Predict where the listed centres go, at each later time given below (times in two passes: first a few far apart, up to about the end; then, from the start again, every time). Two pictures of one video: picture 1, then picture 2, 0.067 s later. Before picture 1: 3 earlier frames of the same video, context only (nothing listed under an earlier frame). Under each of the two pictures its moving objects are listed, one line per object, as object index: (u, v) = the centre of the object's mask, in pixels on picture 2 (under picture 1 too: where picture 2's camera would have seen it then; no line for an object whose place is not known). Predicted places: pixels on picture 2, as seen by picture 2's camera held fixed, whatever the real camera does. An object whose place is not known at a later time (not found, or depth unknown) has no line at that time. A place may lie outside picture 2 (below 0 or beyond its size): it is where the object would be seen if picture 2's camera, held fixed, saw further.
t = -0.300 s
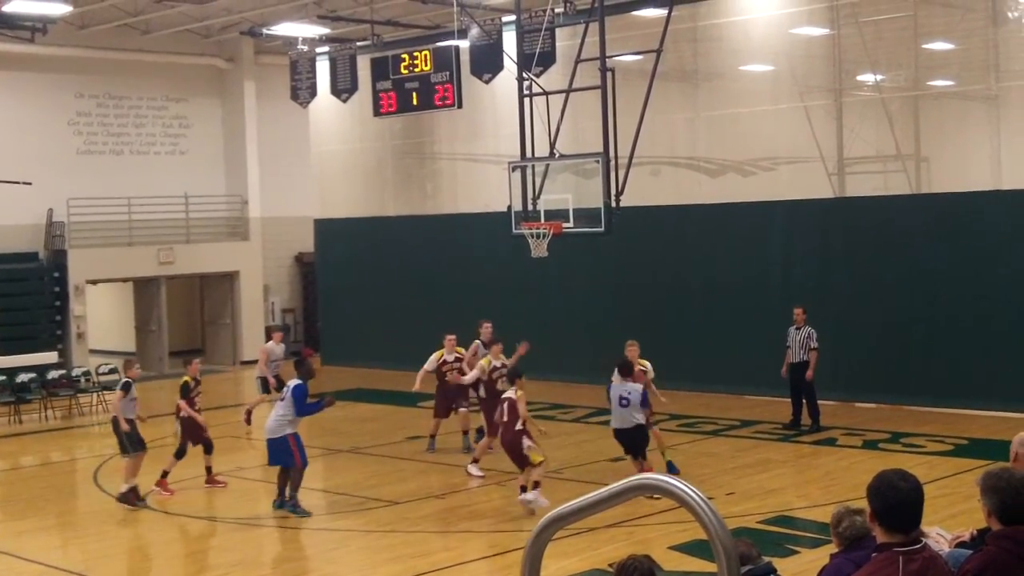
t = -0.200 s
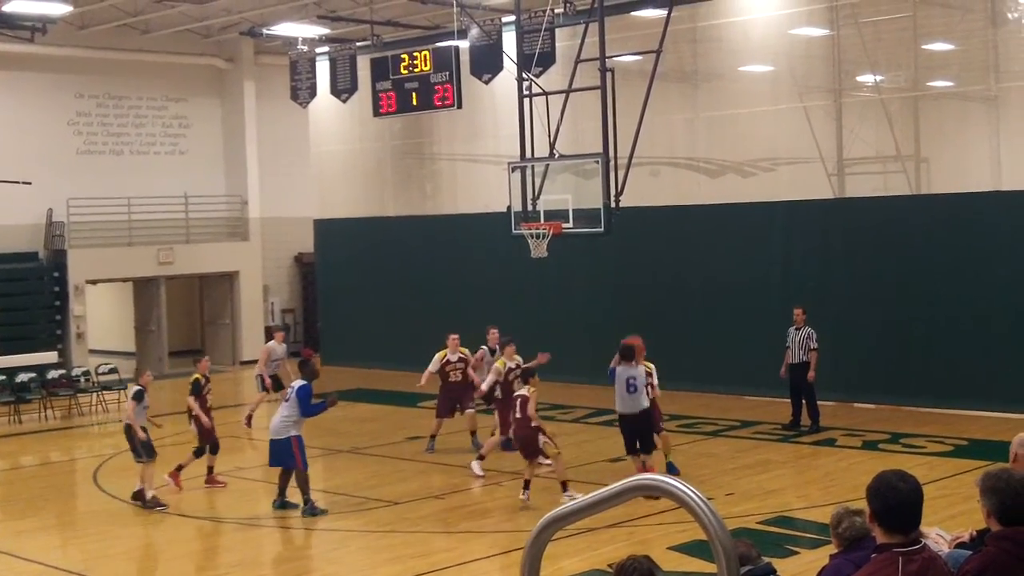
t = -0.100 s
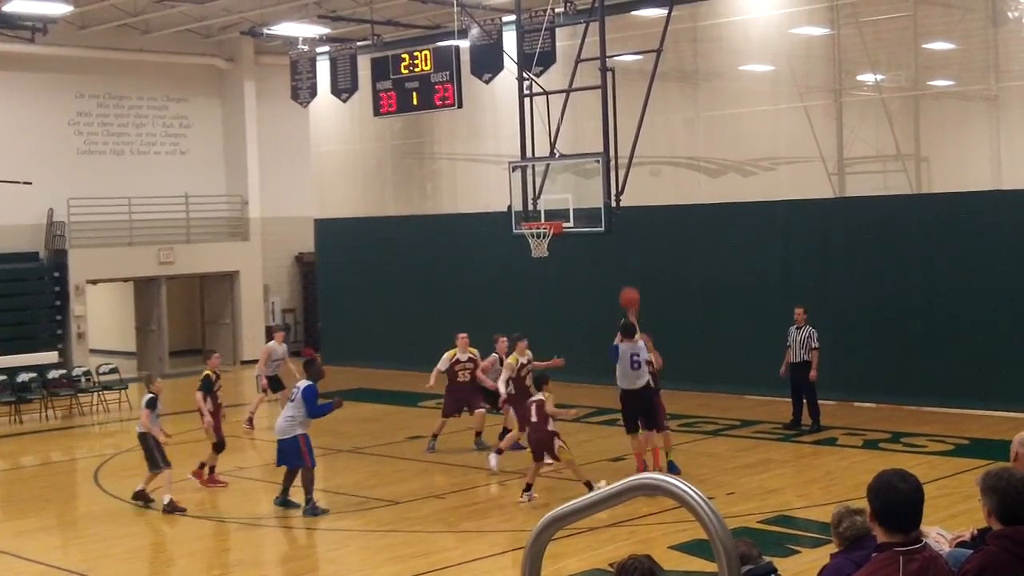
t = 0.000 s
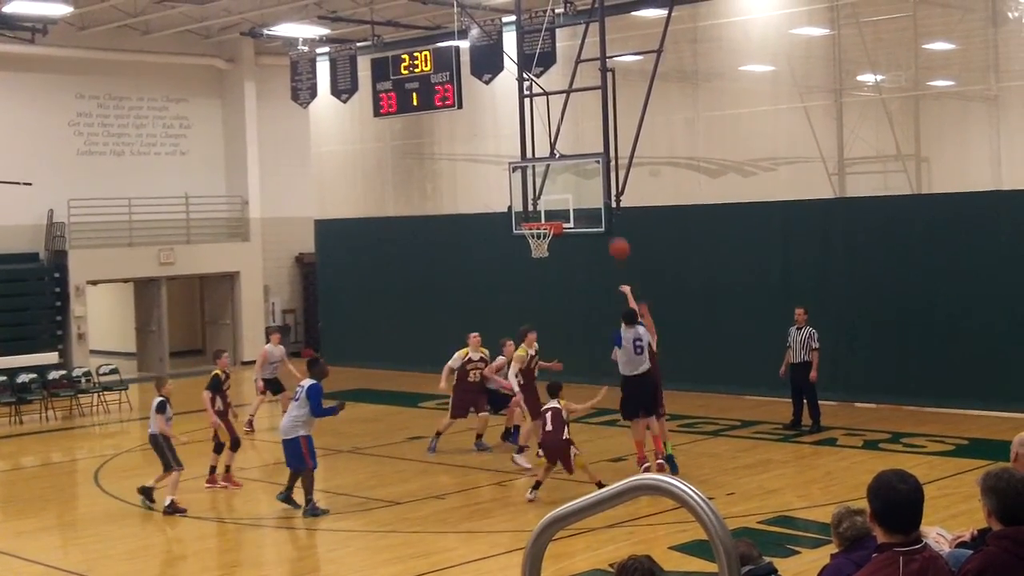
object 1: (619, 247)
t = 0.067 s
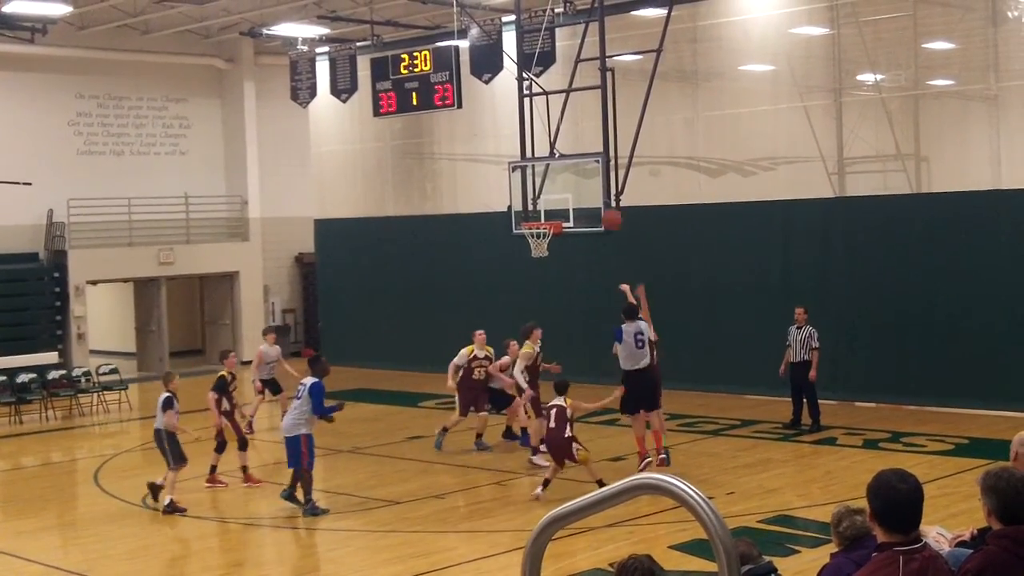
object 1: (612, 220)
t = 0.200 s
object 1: (597, 175)
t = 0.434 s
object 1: (578, 136)
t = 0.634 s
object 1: (565, 138)
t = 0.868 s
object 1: (551, 175)
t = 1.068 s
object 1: (537, 230)
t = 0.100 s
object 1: (608, 207)
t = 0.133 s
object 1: (605, 195)
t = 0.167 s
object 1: (602, 185)
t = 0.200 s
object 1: (597, 175)
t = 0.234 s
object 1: (594, 167)
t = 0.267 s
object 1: (592, 159)
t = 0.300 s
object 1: (589, 152)
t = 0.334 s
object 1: (586, 147)
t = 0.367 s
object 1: (583, 143)
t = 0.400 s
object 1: (581, 139)
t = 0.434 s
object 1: (578, 136)
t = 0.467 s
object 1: (576, 134)
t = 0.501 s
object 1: (573, 133)
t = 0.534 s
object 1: (571, 133)
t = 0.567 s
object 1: (569, 134)
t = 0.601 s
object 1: (567, 135)
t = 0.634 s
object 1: (565, 138)
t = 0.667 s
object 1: (562, 141)
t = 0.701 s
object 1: (560, 144)
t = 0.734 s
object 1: (558, 149)
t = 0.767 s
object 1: (557, 154)
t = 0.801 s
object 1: (554, 160)
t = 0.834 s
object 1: (553, 167)
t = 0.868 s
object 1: (551, 175)
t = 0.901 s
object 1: (549, 183)
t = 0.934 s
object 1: (547, 192)
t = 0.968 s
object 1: (546, 202)
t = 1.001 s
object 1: (544, 212)
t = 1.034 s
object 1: (542, 222)
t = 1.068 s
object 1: (537, 230)
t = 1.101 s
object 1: (531, 239)
